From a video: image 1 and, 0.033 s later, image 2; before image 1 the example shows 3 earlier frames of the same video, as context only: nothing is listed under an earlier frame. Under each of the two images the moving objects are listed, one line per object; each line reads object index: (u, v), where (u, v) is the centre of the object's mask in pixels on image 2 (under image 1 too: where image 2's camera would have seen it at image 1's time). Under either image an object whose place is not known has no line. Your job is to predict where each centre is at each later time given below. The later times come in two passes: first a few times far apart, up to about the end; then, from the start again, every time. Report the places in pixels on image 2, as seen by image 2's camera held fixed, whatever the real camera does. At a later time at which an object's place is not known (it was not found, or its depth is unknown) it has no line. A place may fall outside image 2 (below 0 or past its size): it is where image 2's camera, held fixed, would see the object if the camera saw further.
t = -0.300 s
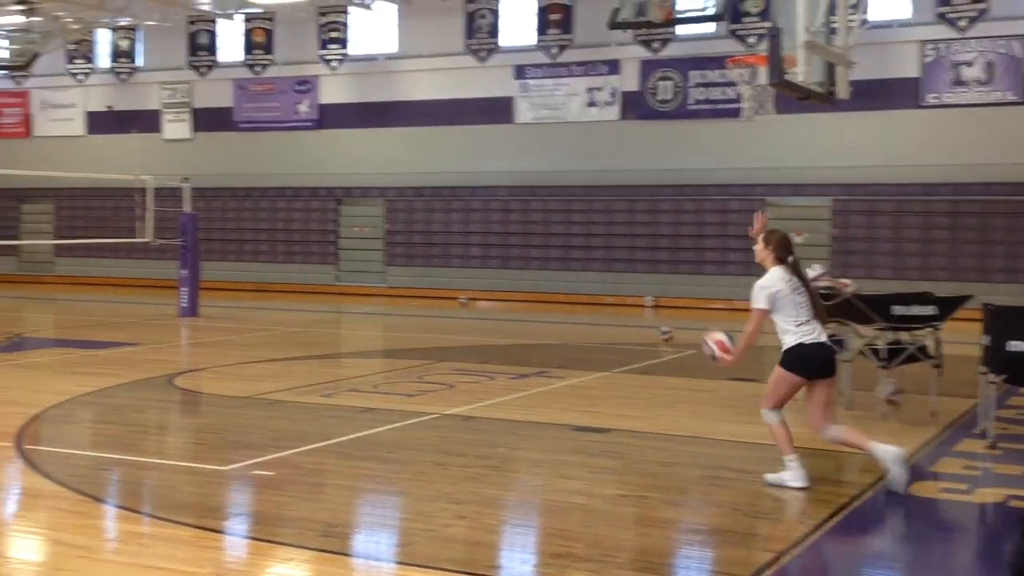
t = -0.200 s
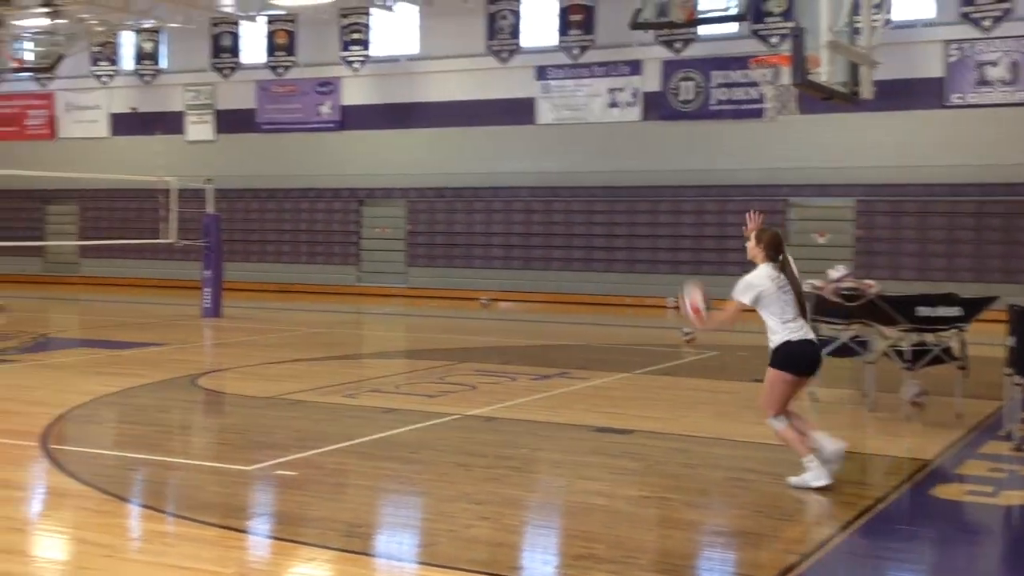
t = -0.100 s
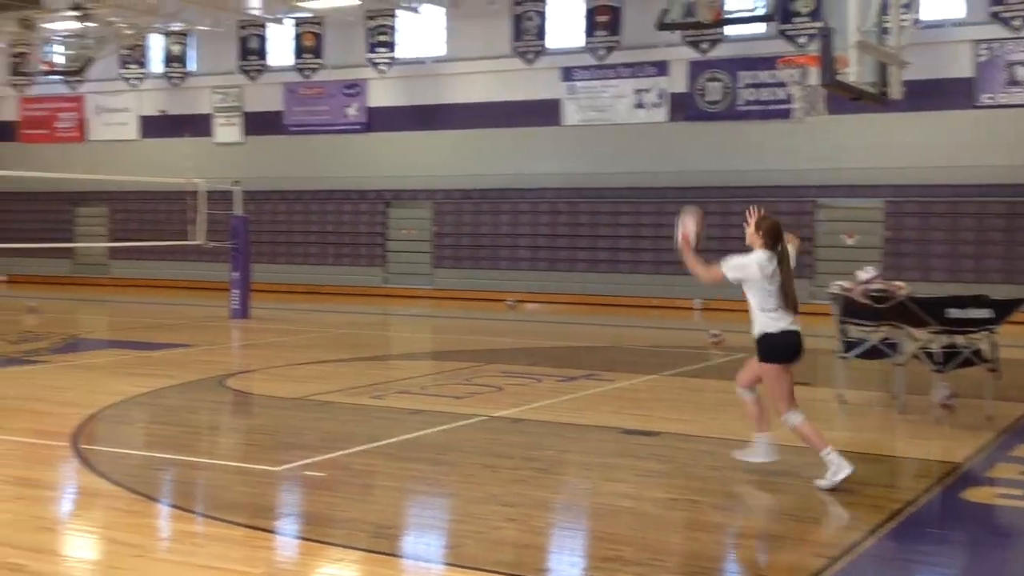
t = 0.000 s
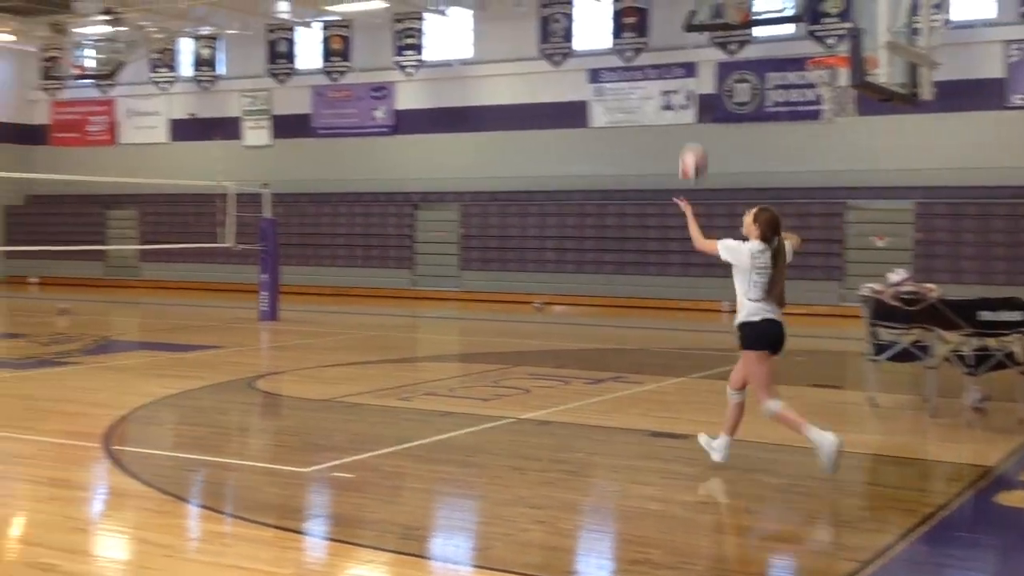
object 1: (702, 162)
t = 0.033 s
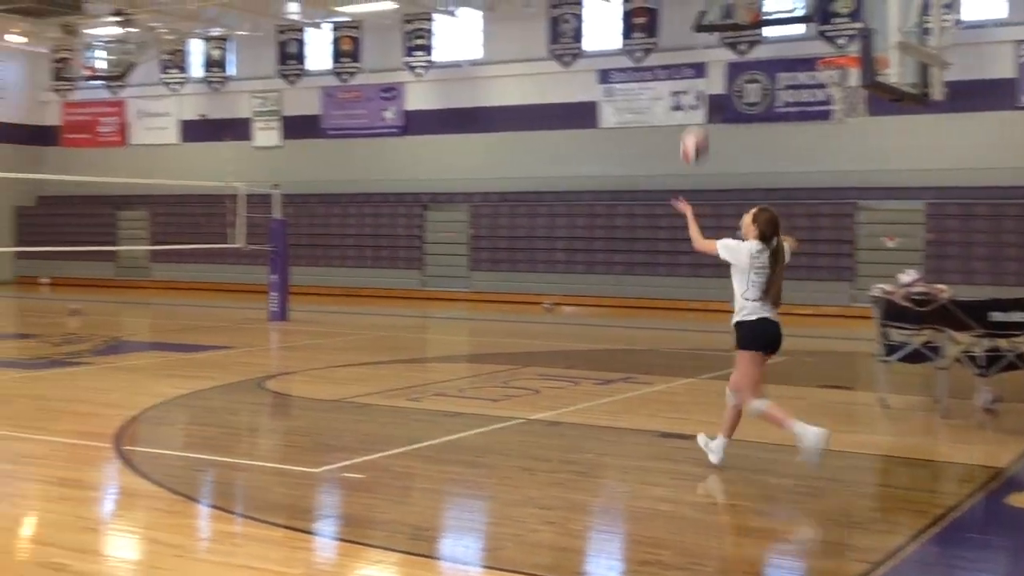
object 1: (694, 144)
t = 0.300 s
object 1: (632, 55)
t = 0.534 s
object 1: (579, 58)
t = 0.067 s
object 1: (685, 129)
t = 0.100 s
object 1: (678, 111)
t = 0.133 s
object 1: (669, 99)
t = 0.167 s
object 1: (663, 86)
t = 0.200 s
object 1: (654, 76)
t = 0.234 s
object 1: (646, 67)
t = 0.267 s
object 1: (638, 61)
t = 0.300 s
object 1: (632, 55)
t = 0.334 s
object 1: (625, 51)
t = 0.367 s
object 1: (617, 49)
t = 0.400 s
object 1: (609, 48)
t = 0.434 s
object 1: (602, 48)
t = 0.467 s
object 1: (594, 50)
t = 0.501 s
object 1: (587, 53)
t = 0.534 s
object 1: (579, 58)
